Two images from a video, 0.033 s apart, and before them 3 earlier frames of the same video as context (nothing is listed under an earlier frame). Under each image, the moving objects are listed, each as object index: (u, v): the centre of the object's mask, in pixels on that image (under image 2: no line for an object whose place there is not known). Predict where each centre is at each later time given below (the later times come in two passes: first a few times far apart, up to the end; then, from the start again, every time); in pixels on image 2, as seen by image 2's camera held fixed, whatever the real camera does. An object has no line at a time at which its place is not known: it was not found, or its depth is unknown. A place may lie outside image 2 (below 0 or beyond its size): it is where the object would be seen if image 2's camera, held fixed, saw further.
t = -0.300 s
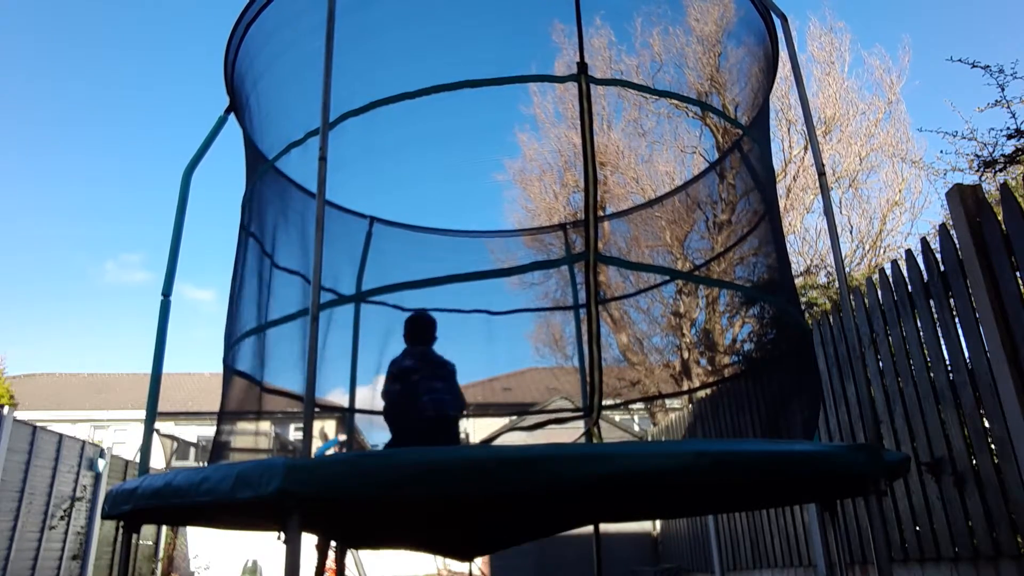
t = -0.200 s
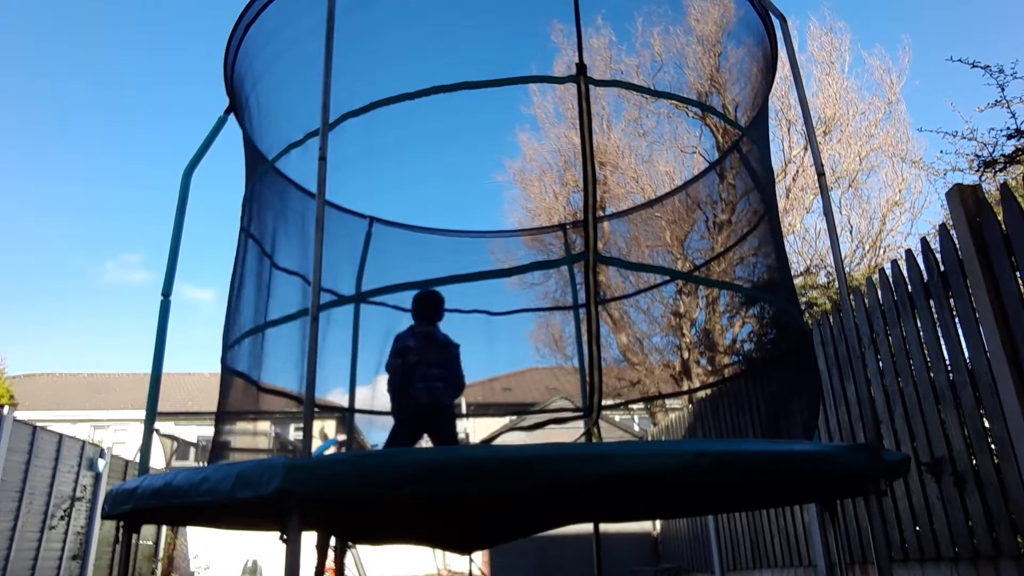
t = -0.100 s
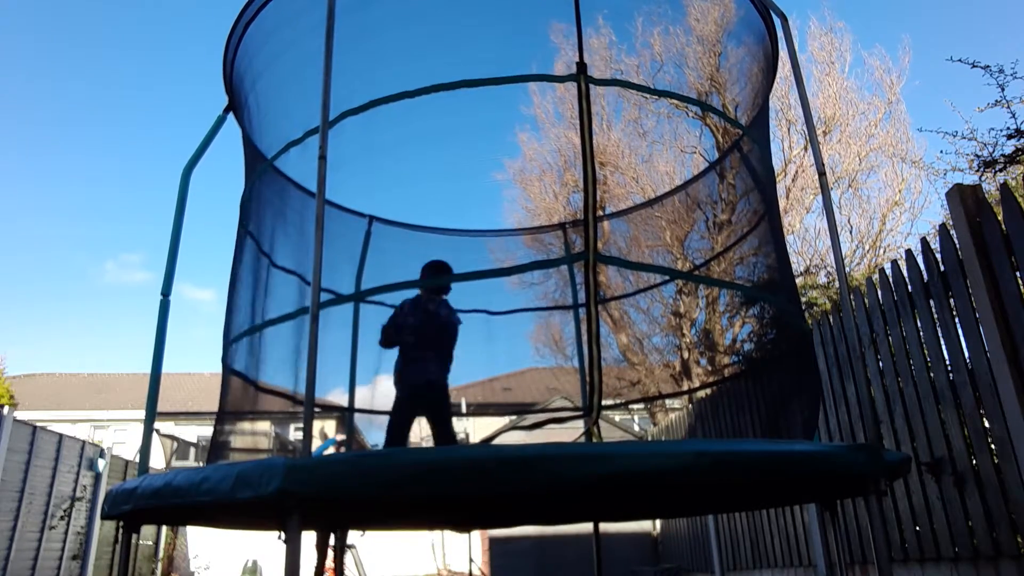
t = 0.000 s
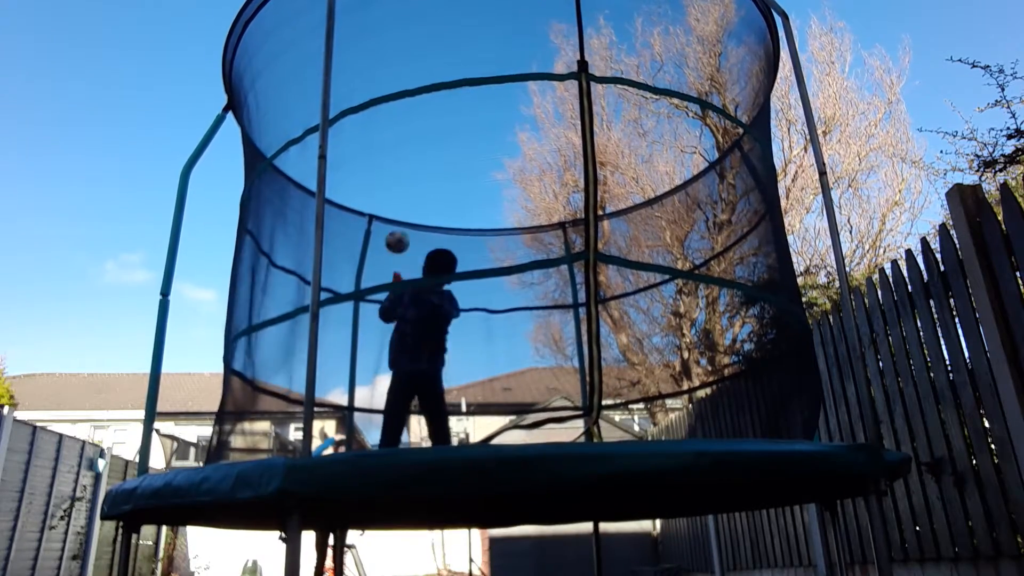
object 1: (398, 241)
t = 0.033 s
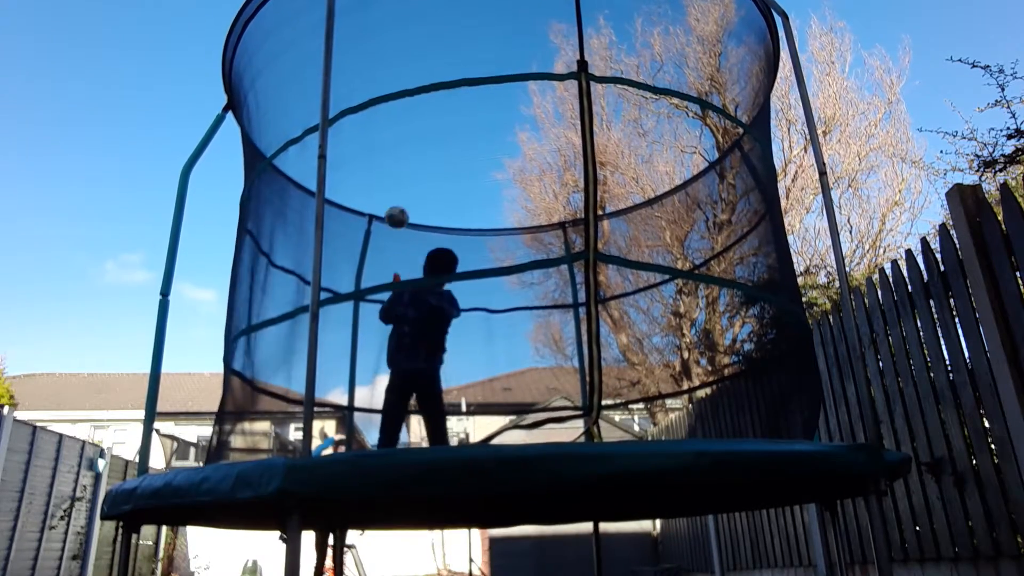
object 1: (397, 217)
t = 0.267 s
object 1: (397, 110)
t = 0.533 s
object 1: (390, 82)
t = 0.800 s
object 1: (384, 131)
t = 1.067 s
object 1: (375, 272)
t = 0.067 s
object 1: (397, 195)
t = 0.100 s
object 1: (397, 175)
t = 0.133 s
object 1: (396, 158)
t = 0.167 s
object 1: (396, 143)
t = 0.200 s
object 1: (397, 129)
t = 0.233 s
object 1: (398, 118)
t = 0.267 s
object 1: (397, 110)
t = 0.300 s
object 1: (394, 101)
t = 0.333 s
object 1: (394, 90)
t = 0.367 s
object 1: (394, 87)
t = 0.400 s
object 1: (394, 85)
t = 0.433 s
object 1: (393, 82)
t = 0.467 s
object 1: (392, 81)
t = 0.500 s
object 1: (391, 80)
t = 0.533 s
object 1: (390, 82)
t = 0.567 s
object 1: (391, 84)
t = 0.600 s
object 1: (389, 86)
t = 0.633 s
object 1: (388, 89)
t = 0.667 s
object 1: (387, 98)
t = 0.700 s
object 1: (387, 107)
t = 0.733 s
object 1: (386, 113)
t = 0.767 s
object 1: (384, 122)
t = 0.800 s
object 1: (384, 131)
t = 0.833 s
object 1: (383, 143)
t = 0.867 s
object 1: (382, 155)
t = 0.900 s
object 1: (381, 168)
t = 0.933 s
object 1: (380, 182)
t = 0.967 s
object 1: (378, 213)
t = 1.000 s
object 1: (377, 232)
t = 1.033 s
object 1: (376, 252)
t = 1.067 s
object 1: (375, 272)
